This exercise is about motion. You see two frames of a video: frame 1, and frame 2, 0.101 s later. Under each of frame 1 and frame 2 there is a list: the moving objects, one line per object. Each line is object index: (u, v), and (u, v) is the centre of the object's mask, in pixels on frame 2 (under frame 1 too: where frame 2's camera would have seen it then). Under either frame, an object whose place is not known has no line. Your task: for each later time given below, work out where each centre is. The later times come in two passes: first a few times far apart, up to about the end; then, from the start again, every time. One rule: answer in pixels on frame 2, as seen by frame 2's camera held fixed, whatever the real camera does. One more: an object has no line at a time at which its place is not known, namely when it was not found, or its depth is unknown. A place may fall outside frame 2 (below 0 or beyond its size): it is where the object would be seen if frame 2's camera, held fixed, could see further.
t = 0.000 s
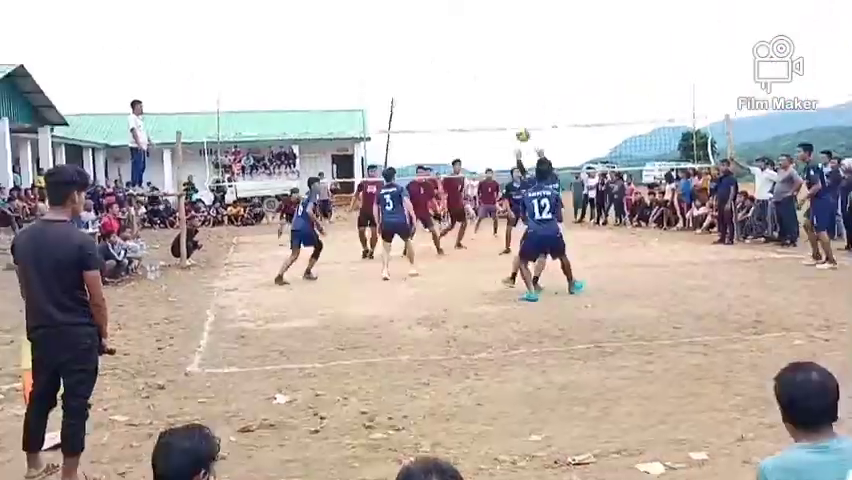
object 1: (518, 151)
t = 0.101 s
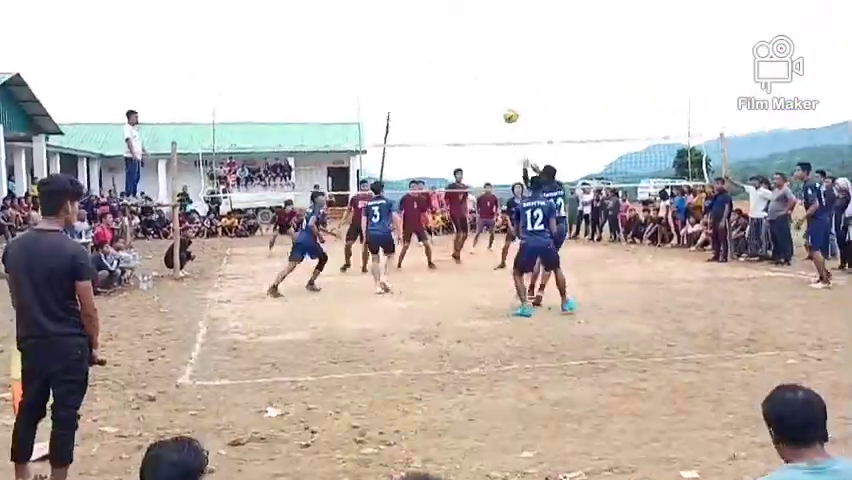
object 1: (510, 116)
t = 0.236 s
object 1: (500, 85)
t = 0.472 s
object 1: (483, 66)
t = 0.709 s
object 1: (471, 82)
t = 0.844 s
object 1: (464, 104)
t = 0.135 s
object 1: (506, 107)
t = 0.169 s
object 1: (504, 99)
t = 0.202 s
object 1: (502, 91)
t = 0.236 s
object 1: (500, 85)
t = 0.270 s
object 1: (497, 80)
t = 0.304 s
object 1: (494, 75)
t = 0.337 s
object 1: (492, 72)
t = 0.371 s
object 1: (490, 69)
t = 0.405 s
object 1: (488, 68)
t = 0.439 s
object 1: (486, 66)
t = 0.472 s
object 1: (483, 66)
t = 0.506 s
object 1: (482, 67)
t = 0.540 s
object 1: (480, 67)
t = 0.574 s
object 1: (478, 69)
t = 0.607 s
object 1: (476, 72)
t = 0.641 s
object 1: (474, 74)
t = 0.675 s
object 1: (473, 78)
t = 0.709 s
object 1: (471, 82)
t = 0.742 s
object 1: (469, 87)
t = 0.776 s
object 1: (467, 92)
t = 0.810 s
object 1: (466, 97)
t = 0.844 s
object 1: (464, 104)
